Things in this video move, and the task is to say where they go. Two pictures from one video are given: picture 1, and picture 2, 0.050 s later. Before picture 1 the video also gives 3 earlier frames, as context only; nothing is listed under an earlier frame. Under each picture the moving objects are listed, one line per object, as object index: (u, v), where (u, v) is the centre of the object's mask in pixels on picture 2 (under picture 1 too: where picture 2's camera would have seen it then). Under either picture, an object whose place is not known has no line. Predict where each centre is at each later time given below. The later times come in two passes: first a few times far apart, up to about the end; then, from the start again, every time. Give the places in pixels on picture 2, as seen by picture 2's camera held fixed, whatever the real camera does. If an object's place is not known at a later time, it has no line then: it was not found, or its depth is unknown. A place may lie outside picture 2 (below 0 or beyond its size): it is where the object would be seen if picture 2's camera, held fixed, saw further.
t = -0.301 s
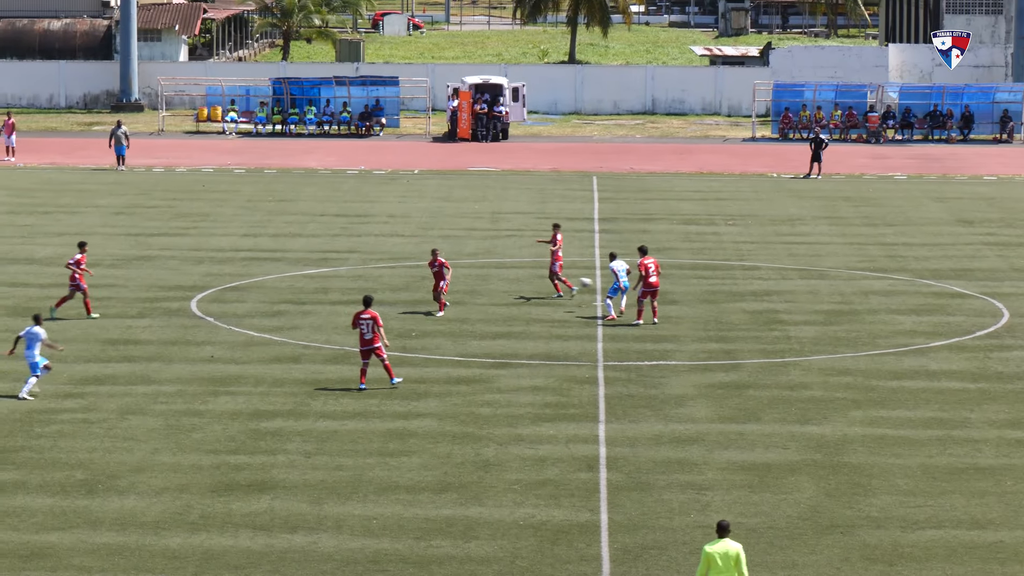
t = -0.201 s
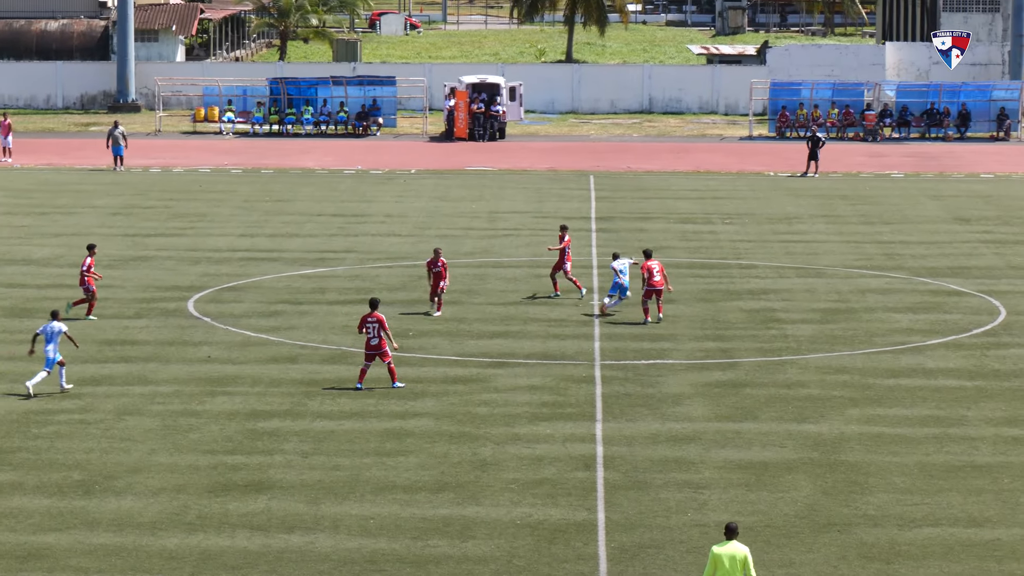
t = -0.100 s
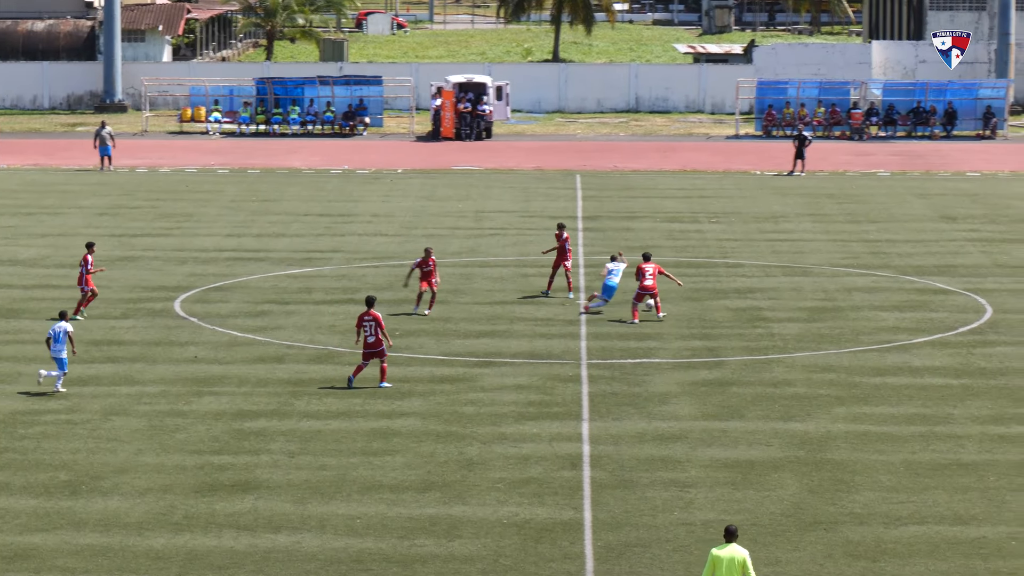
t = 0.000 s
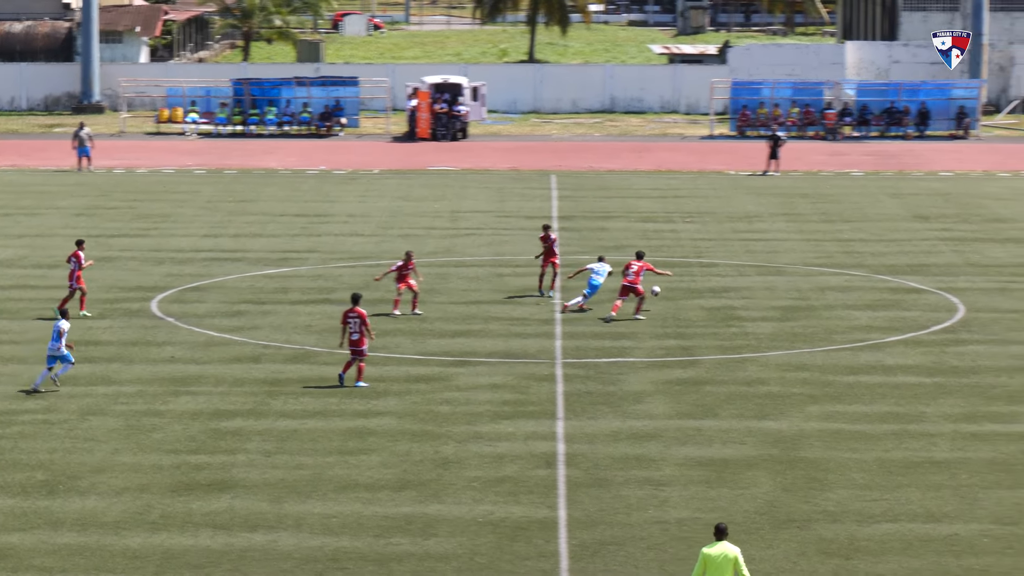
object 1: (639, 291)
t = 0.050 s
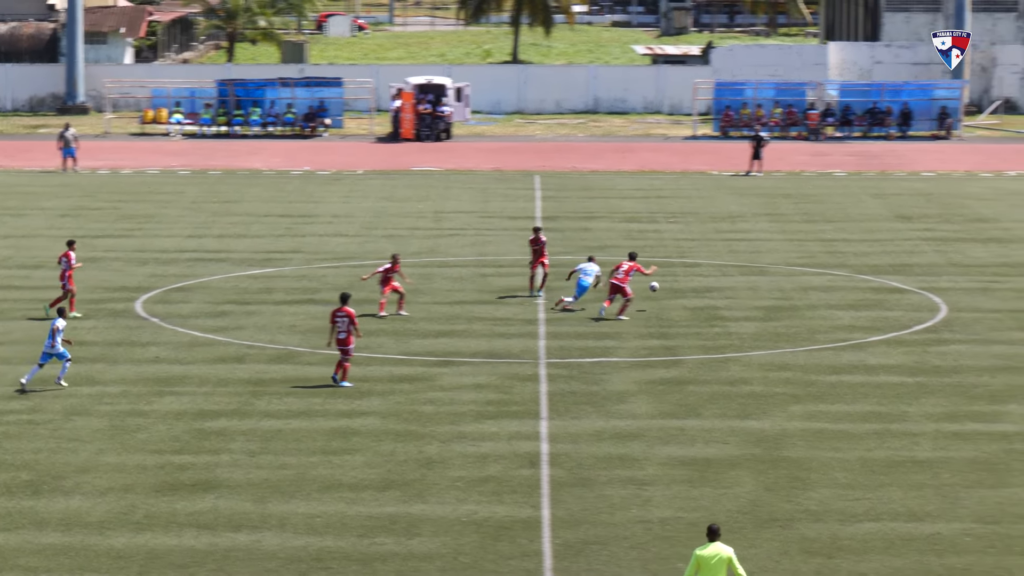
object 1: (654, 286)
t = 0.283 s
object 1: (723, 281)
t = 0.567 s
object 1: (807, 305)
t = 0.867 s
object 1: (899, 289)
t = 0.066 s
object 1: (659, 285)
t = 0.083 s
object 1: (664, 284)
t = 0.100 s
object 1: (669, 283)
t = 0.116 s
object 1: (674, 283)
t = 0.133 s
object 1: (679, 282)
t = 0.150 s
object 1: (684, 281)
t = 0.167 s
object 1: (688, 281)
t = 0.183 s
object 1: (693, 280)
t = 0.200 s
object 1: (698, 280)
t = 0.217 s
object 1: (703, 280)
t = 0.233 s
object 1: (708, 280)
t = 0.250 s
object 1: (713, 280)
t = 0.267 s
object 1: (718, 280)
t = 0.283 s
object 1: (723, 281)
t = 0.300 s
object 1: (728, 281)
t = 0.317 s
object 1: (733, 282)
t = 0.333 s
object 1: (738, 282)
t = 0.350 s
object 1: (743, 283)
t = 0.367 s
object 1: (748, 284)
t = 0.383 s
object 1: (753, 285)
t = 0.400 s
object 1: (758, 286)
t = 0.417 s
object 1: (762, 288)
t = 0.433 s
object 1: (767, 289)
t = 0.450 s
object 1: (772, 291)
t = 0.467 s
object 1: (777, 292)
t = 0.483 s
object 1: (782, 294)
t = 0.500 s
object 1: (787, 296)
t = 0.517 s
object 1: (792, 298)
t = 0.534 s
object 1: (797, 300)
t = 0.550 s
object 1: (802, 303)
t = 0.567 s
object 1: (807, 305)
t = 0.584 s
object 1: (812, 306)
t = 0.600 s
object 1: (817, 304)
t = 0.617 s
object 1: (822, 302)
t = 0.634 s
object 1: (827, 300)
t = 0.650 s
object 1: (832, 298)
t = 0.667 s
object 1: (837, 297)
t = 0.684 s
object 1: (843, 296)
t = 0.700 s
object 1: (848, 294)
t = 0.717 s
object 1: (853, 293)
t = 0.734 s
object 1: (858, 292)
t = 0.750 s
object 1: (863, 291)
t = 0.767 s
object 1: (869, 291)
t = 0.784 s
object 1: (873, 290)
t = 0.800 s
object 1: (879, 289)
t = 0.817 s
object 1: (884, 289)
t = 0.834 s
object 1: (889, 289)
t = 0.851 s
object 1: (894, 289)
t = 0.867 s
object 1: (899, 289)
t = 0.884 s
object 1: (904, 289)
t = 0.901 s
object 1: (909, 289)
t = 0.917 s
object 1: (914, 289)
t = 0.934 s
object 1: (919, 290)
